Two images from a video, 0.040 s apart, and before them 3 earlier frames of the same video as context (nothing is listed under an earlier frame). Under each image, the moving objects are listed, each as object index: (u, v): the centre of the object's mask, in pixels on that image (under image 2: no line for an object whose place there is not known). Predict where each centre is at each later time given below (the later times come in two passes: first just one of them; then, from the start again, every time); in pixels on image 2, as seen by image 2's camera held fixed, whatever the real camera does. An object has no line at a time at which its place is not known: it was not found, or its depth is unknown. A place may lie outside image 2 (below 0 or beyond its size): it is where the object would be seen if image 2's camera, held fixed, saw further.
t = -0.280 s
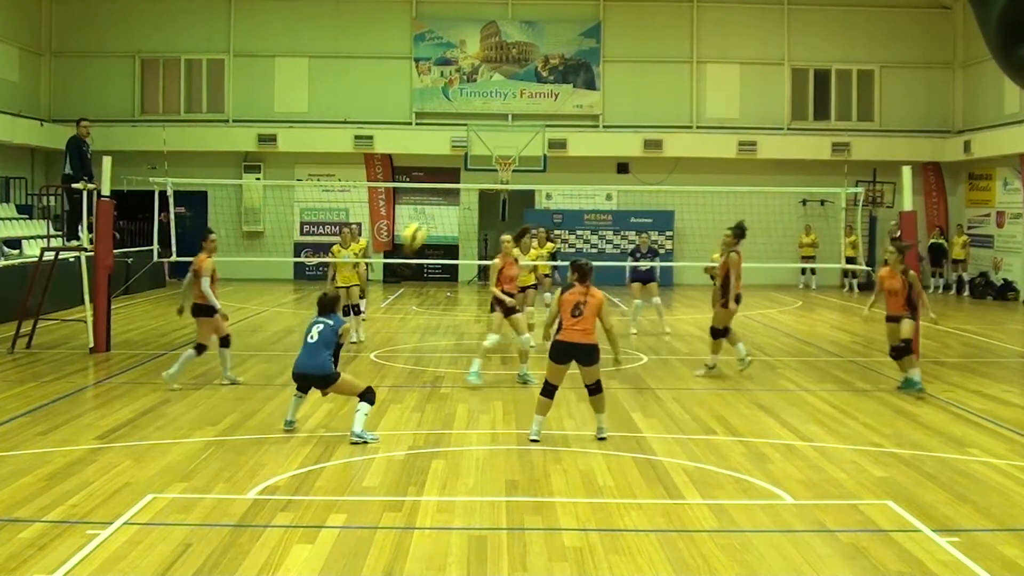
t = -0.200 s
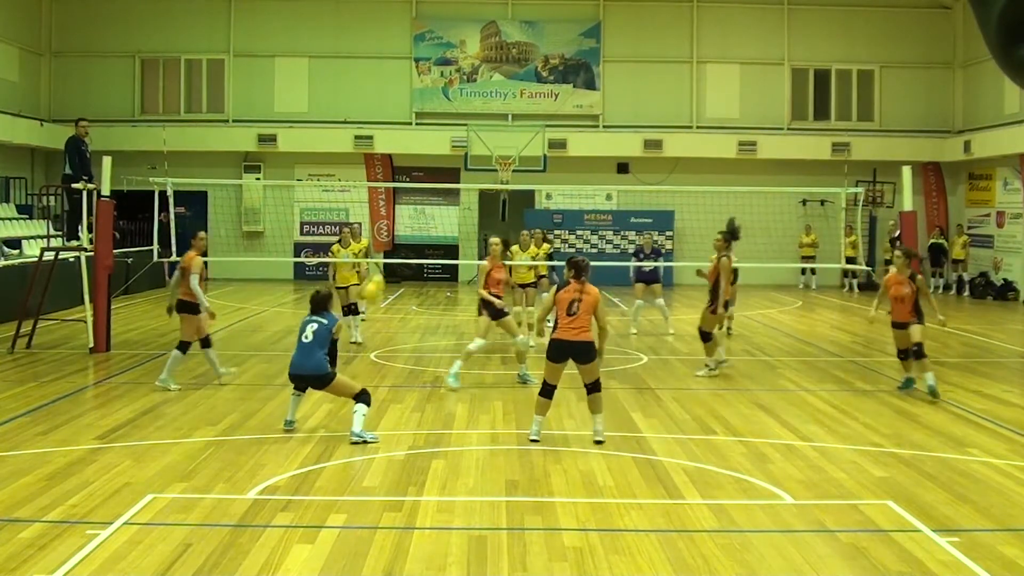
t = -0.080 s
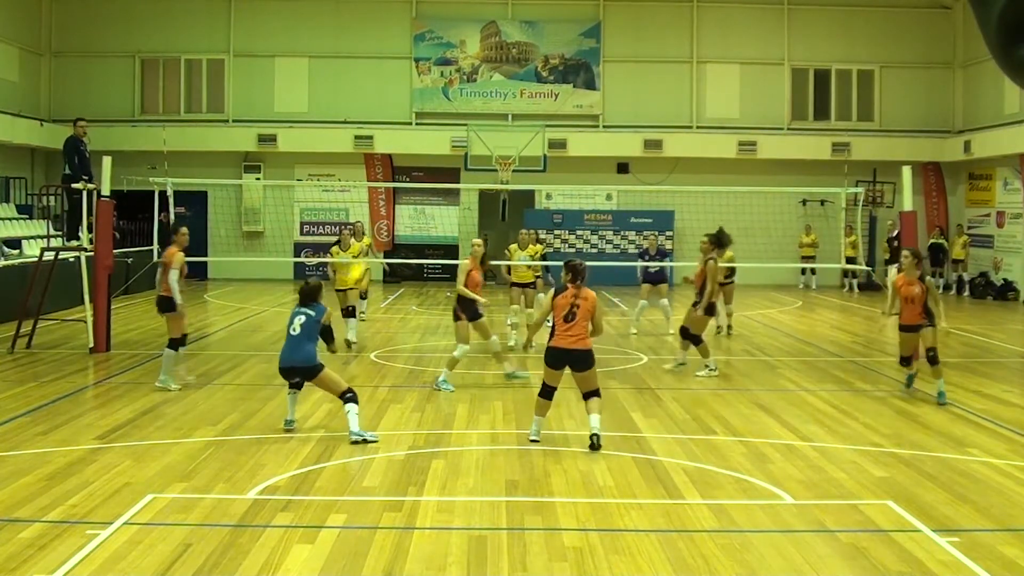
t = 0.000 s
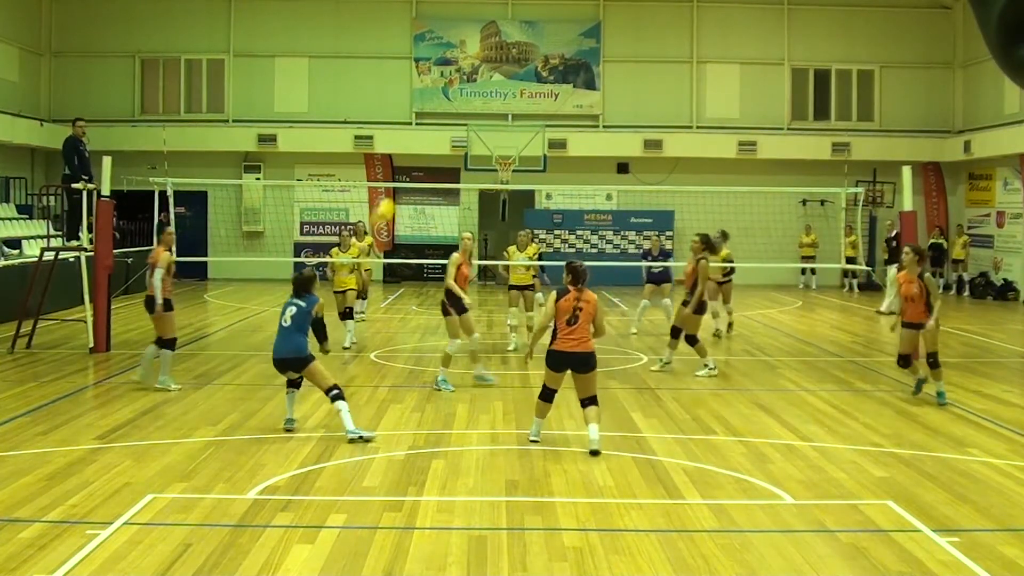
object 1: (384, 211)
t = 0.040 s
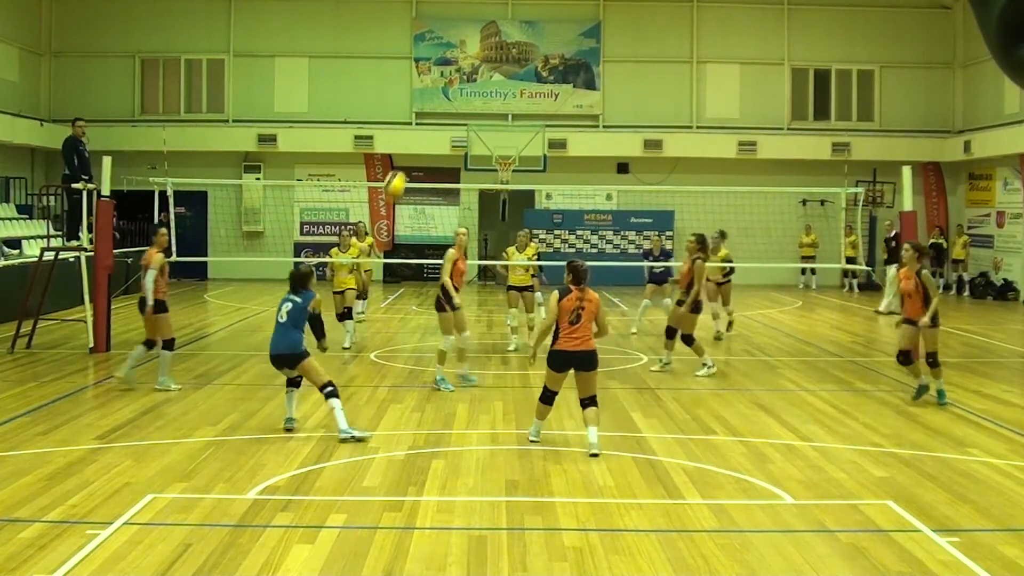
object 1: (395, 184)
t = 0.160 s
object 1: (429, 113)
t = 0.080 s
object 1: (405, 160)
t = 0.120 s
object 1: (418, 134)
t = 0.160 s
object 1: (429, 113)
